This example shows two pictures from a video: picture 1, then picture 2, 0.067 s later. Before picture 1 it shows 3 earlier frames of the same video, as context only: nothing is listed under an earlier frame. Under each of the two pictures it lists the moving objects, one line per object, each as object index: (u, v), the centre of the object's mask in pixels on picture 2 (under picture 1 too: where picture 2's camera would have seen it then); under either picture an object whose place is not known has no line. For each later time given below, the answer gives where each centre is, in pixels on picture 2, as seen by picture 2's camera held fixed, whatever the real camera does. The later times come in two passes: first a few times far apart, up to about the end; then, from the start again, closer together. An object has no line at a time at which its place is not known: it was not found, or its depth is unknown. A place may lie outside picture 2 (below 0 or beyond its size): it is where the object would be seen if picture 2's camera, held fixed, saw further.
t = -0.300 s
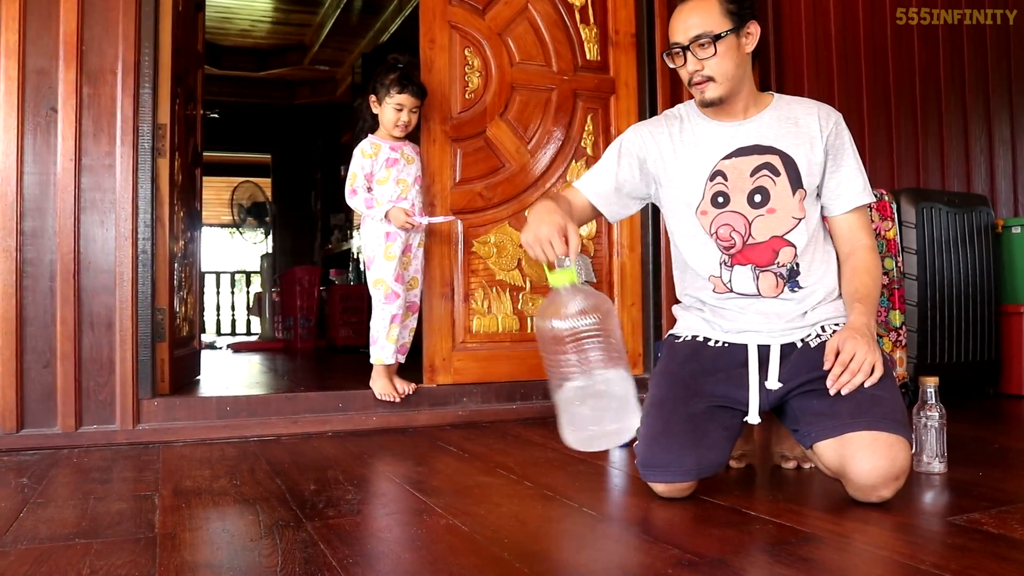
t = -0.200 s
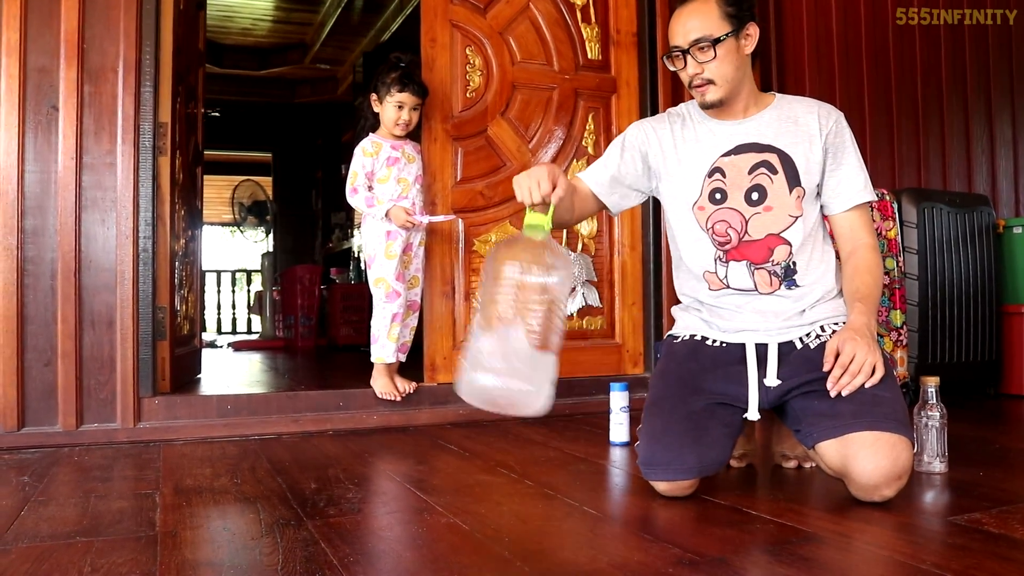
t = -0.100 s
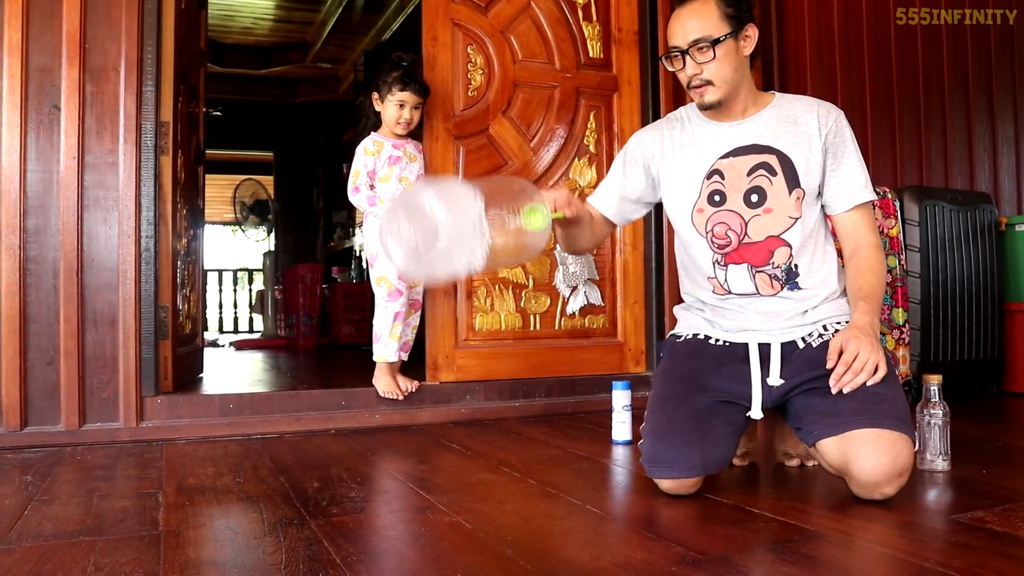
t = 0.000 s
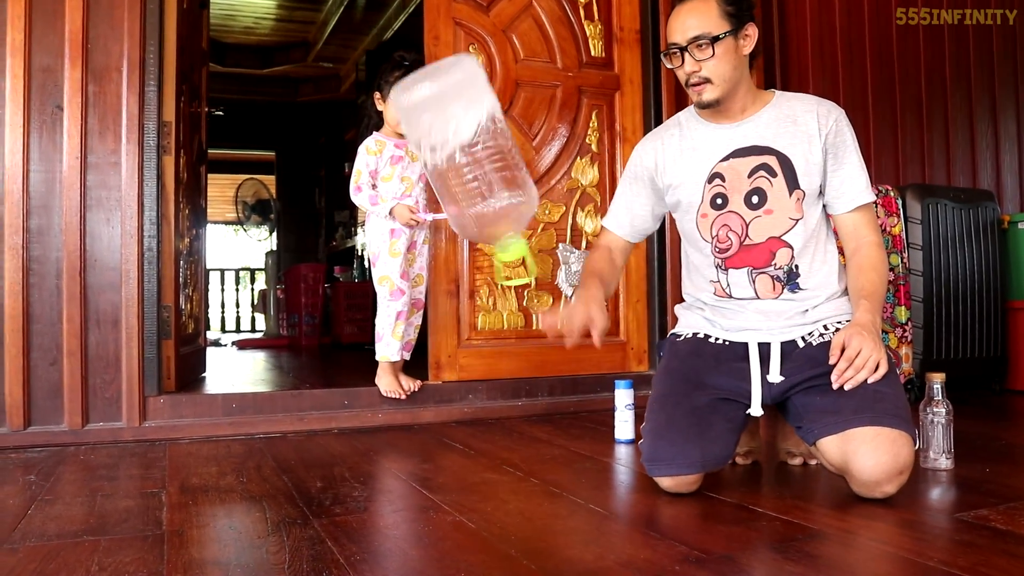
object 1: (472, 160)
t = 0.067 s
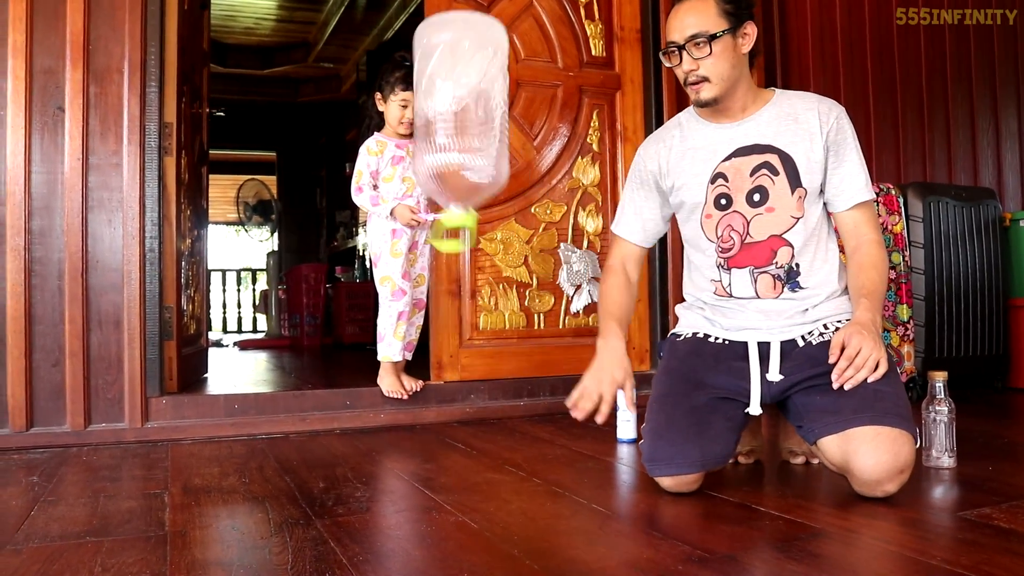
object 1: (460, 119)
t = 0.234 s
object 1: (470, 75)
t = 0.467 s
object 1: (513, 286)
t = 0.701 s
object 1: (538, 399)
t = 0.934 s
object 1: (547, 397)
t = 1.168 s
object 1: (545, 398)
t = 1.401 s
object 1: (548, 398)
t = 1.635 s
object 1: (549, 399)
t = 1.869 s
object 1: (547, 402)
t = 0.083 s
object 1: (459, 107)
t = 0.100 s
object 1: (458, 95)
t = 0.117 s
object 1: (458, 86)
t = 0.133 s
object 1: (459, 80)
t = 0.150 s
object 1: (459, 75)
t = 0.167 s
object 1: (460, 72)
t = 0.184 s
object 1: (462, 70)
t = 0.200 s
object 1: (465, 70)
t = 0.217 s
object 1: (468, 72)
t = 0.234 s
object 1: (470, 75)
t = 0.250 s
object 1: (473, 80)
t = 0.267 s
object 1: (476, 86)
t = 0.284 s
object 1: (479, 94)
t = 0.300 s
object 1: (482, 104)
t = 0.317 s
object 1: (486, 117)
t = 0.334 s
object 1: (488, 129)
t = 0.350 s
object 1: (490, 143)
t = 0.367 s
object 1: (494, 159)
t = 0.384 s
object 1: (498, 177)
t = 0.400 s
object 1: (500, 195)
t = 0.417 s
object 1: (502, 214)
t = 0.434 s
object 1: (506, 237)
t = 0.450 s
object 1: (510, 262)
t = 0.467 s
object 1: (513, 286)
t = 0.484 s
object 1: (517, 313)
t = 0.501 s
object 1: (520, 341)
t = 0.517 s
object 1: (523, 368)
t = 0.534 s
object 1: (526, 394)
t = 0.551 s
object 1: (529, 407)
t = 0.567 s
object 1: (528, 406)
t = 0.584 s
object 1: (526, 405)
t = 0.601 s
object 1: (525, 403)
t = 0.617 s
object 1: (525, 401)
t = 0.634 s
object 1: (528, 402)
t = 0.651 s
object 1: (531, 401)
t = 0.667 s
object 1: (533, 399)
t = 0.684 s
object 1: (536, 400)
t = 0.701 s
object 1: (538, 399)
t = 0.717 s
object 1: (540, 398)
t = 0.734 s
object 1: (541, 397)
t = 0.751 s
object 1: (542, 397)
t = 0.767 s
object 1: (543, 397)
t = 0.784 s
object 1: (544, 397)
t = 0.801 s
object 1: (545, 397)
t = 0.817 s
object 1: (545, 398)
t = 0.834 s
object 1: (546, 398)
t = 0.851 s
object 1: (547, 398)
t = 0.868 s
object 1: (546, 397)
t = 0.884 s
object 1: (547, 398)
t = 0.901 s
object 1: (547, 397)
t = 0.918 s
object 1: (547, 397)
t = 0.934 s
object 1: (547, 397)
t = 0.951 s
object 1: (547, 397)
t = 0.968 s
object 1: (548, 397)
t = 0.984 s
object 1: (548, 397)
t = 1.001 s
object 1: (548, 397)
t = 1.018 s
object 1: (547, 397)
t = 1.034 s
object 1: (547, 397)
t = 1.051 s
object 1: (546, 397)
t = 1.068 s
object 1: (546, 397)
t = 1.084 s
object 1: (546, 398)
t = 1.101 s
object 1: (546, 398)
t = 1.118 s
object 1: (545, 398)
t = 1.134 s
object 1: (545, 398)
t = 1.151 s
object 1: (545, 398)
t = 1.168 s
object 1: (545, 398)
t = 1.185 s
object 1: (545, 398)
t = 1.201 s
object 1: (545, 398)
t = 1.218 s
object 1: (545, 398)
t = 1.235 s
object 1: (545, 398)
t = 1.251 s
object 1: (546, 398)
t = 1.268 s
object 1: (546, 398)
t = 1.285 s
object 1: (547, 398)
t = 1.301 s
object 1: (547, 398)
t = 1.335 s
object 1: (548, 398)
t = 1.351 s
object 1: (548, 398)
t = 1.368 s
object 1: (548, 398)
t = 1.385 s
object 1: (548, 398)
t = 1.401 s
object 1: (548, 398)
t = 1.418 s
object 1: (549, 398)
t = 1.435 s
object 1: (549, 398)
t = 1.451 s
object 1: (549, 398)
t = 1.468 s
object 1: (549, 398)
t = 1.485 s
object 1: (549, 398)
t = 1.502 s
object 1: (549, 398)
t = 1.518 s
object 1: (549, 399)
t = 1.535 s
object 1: (549, 399)
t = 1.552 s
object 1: (549, 399)
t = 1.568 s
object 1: (549, 399)
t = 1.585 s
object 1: (549, 399)
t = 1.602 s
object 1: (549, 399)
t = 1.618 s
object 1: (549, 399)
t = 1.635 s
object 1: (549, 399)
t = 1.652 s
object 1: (549, 399)
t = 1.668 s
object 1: (549, 399)
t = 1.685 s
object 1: (549, 399)
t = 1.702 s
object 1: (549, 399)
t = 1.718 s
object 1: (549, 399)
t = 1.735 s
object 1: (549, 399)
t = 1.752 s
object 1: (549, 399)
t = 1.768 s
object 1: (549, 399)
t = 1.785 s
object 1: (549, 399)
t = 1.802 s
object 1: (548, 400)
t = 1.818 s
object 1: (548, 400)
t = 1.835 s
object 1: (548, 401)
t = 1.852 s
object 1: (547, 401)
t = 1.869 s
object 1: (547, 402)
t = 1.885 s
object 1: (547, 402)
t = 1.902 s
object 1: (547, 402)
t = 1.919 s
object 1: (546, 402)
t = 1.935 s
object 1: (546, 402)
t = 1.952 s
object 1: (546, 402)
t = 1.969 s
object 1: (546, 402)
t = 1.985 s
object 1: (546, 402)
